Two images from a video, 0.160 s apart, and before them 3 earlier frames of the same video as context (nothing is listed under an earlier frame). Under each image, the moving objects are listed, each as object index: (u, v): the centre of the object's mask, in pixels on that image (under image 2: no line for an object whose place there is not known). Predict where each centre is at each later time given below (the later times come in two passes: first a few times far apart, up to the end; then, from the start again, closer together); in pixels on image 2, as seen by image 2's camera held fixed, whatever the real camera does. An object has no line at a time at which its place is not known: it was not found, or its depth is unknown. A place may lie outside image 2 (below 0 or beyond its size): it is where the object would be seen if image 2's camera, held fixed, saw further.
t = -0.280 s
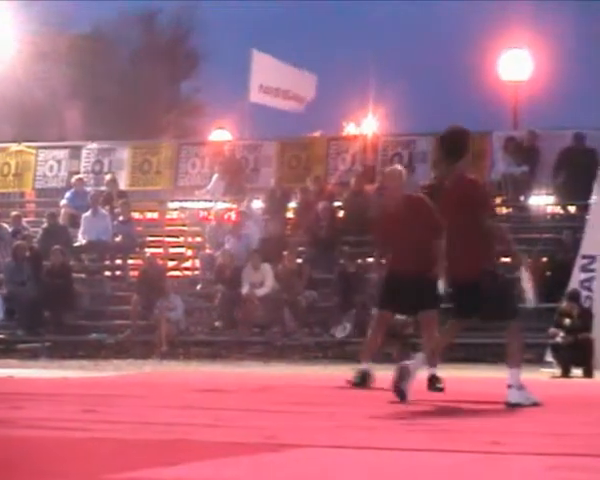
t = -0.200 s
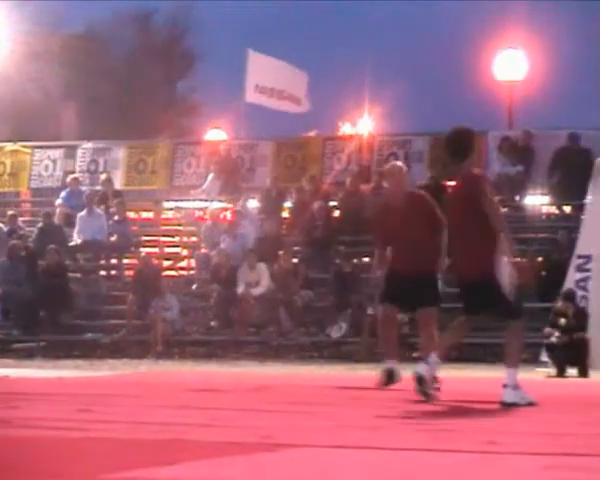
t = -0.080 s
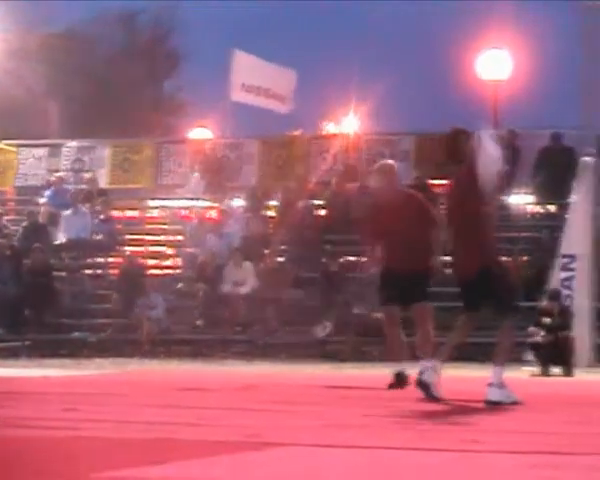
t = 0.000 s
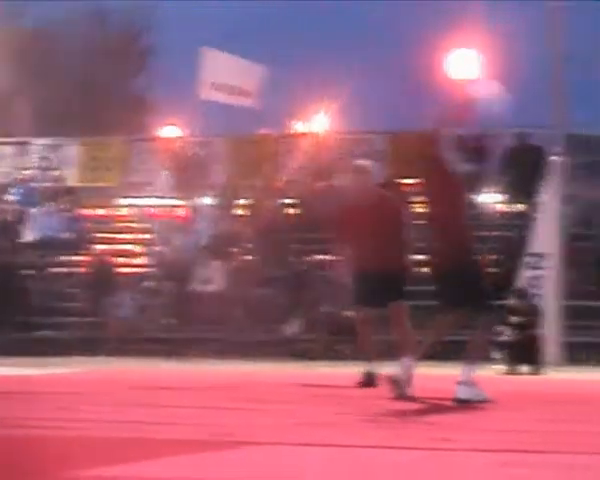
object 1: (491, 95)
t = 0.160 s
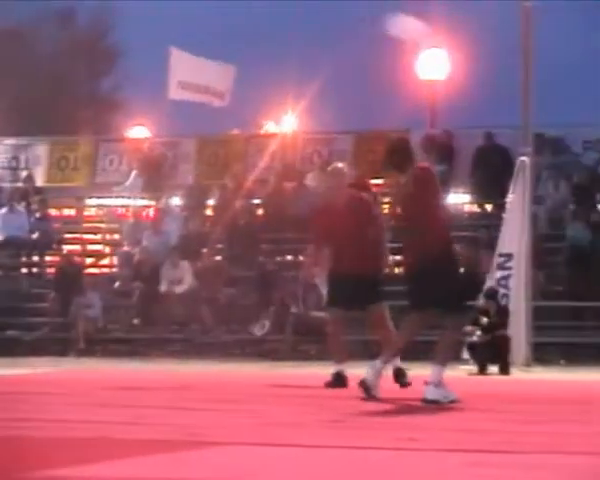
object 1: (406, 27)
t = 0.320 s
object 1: (366, 11)
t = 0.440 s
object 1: (344, 20)
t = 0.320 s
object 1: (366, 11)
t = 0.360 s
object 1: (359, 12)
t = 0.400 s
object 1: (351, 15)
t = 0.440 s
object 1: (344, 20)
